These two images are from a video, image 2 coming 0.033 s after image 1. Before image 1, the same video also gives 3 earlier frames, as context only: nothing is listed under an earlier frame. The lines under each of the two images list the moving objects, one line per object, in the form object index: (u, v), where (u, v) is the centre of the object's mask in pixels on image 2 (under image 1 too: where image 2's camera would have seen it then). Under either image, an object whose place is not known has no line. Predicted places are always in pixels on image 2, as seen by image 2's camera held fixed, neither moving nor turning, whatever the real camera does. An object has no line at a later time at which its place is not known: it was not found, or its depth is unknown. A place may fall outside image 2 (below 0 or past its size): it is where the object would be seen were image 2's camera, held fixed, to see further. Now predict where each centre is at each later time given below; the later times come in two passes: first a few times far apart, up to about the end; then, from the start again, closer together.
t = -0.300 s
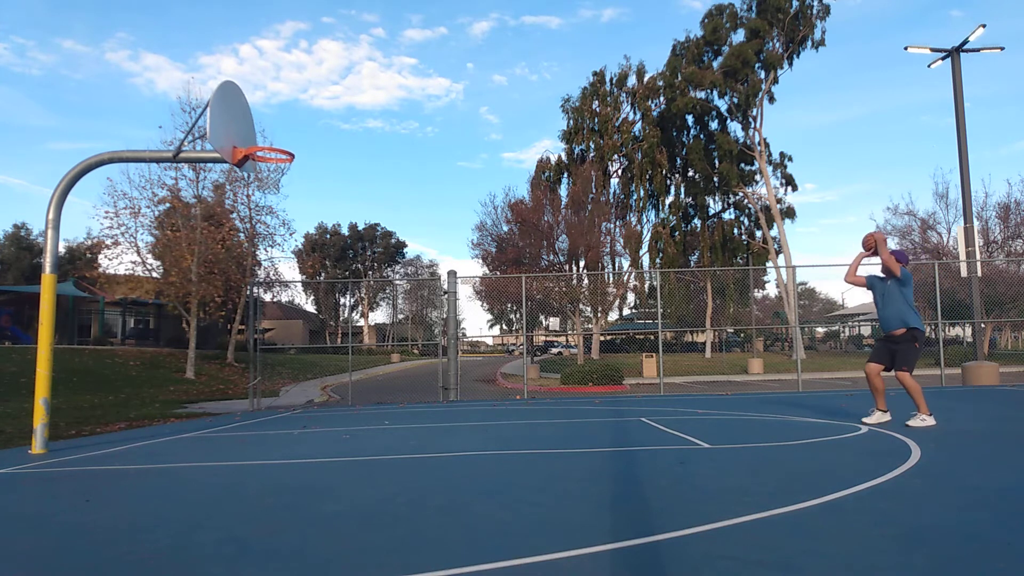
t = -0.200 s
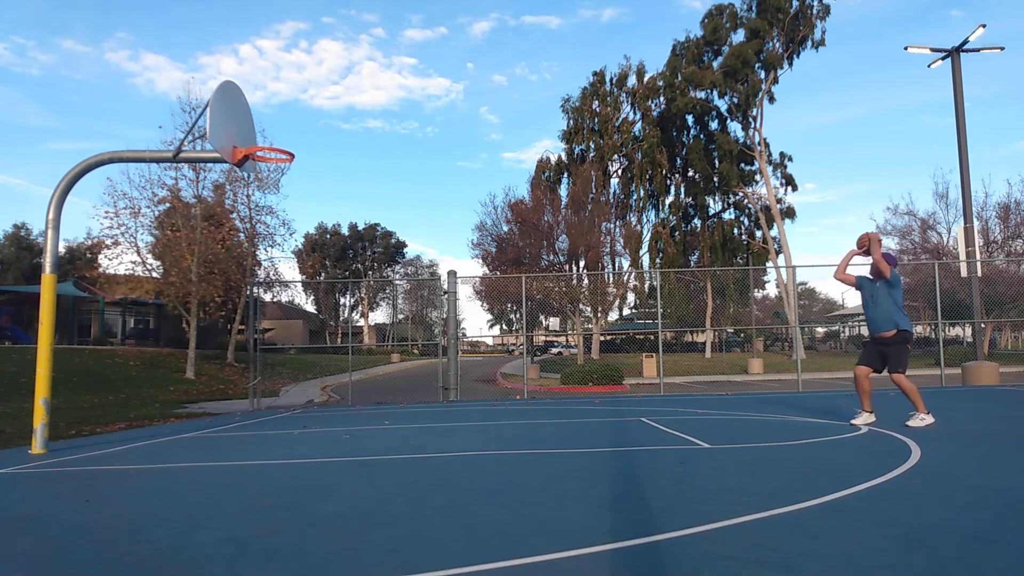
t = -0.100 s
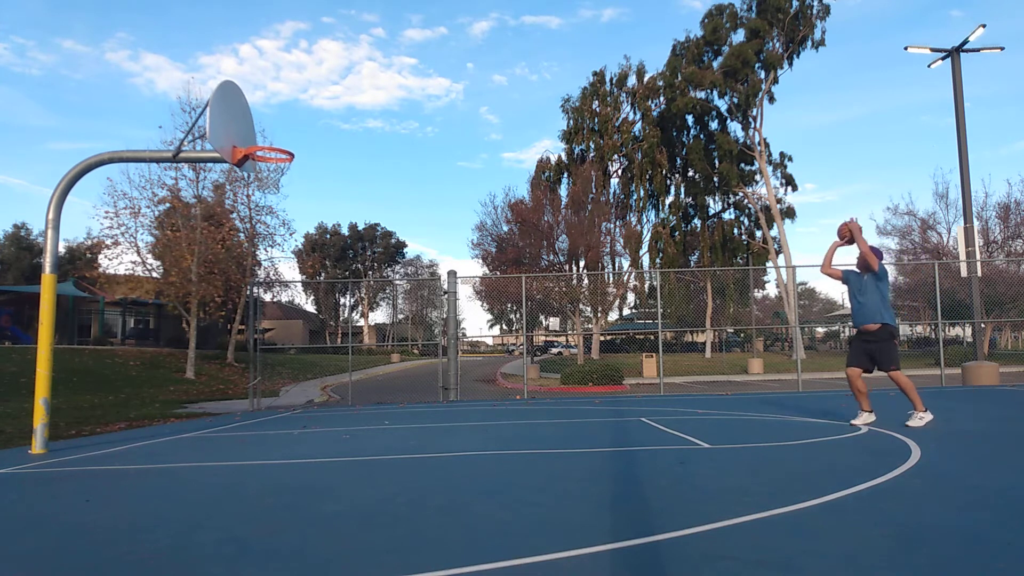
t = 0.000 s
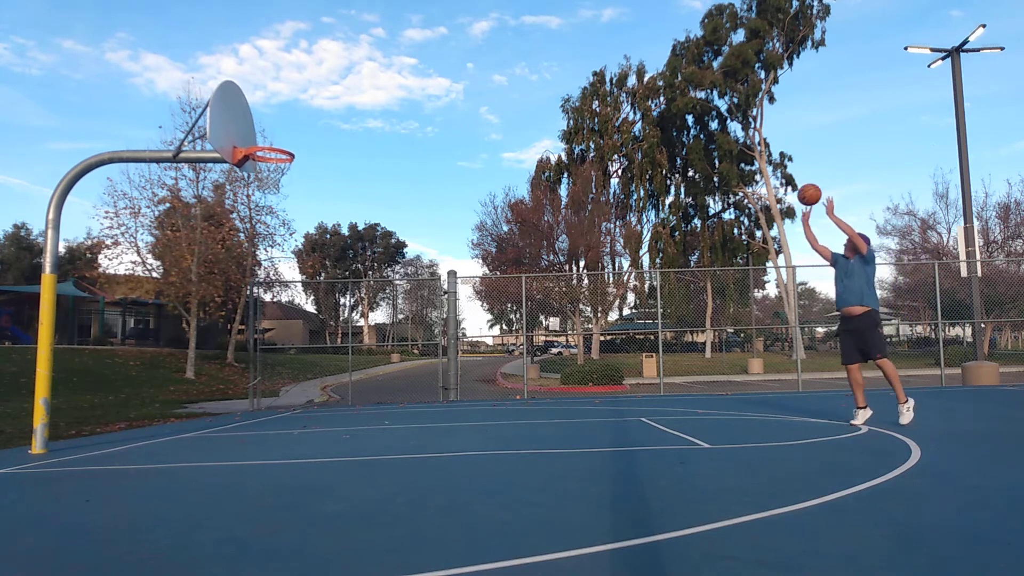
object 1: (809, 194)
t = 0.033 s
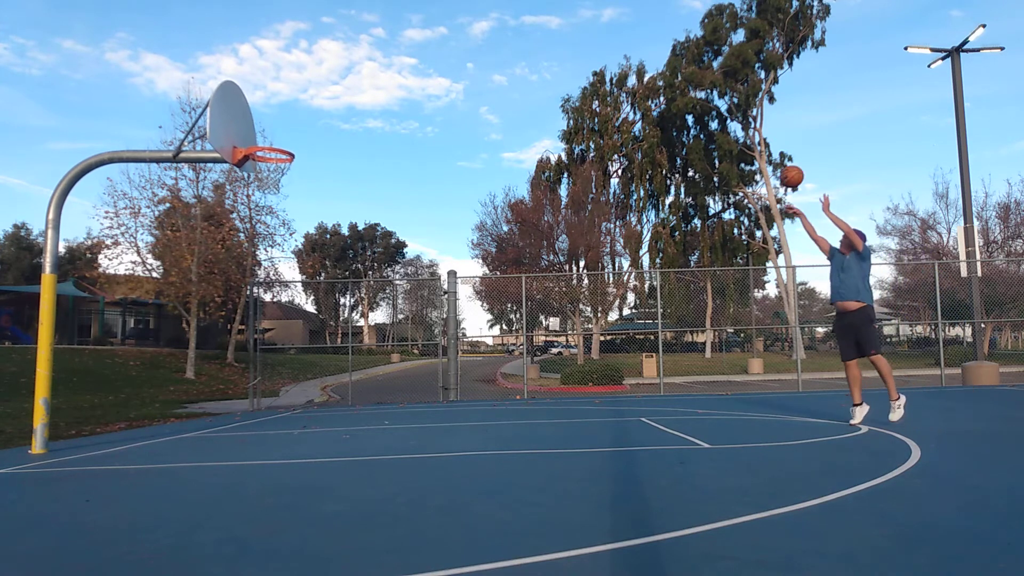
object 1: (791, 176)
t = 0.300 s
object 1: (656, 72)
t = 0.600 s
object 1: (515, 36)
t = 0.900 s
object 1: (380, 76)
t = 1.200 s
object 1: (262, 137)
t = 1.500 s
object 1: (287, 142)
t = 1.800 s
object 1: (282, 141)
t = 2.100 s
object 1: (270, 201)
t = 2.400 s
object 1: (251, 325)
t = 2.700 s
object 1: (232, 386)
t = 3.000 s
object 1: (219, 325)
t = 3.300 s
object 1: (202, 347)
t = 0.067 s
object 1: (775, 159)
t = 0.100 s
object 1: (756, 144)
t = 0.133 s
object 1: (740, 128)
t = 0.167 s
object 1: (723, 115)
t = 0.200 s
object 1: (705, 102)
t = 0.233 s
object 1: (689, 91)
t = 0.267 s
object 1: (673, 81)
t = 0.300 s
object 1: (656, 72)
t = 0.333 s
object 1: (640, 64)
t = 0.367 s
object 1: (624, 57)
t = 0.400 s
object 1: (608, 51)
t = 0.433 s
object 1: (592, 46)
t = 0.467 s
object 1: (576, 42)
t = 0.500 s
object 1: (561, 39)
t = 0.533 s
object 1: (545, 37)
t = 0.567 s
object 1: (530, 36)
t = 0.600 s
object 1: (515, 36)
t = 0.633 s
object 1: (499, 37)
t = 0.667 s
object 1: (484, 38)
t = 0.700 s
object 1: (469, 41)
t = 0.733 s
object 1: (454, 44)
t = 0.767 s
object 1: (439, 49)
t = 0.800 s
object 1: (424, 54)
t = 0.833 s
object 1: (410, 61)
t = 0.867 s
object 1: (395, 68)
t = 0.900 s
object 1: (380, 76)
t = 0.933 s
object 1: (365, 86)
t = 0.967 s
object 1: (350, 96)
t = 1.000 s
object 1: (336, 107)
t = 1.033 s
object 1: (321, 119)
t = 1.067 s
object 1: (306, 132)
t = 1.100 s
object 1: (292, 144)
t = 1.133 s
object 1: (282, 142)
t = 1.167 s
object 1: (272, 139)
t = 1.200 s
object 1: (262, 137)
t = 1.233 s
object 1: (252, 138)
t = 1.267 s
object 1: (246, 138)
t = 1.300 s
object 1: (253, 136)
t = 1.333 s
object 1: (259, 135)
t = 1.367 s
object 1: (266, 136)
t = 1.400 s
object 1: (272, 137)
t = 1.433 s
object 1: (279, 138)
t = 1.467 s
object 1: (285, 141)
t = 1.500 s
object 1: (287, 142)
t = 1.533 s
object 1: (287, 142)
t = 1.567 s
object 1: (287, 141)
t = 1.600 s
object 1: (286, 139)
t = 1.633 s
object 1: (285, 137)
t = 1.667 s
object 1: (284, 136)
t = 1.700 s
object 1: (284, 136)
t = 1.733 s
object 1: (283, 137)
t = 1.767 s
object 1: (282, 139)
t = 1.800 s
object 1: (282, 141)
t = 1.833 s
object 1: (281, 143)
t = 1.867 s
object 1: (280, 151)
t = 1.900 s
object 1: (279, 160)
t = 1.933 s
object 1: (278, 164)
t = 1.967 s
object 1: (277, 172)
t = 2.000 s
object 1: (276, 179)
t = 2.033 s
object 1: (274, 186)
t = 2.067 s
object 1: (272, 193)
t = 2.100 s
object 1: (270, 201)
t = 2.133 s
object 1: (268, 211)
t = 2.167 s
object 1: (266, 221)
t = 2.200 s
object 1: (264, 233)
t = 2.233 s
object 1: (261, 245)
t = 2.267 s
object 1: (260, 259)
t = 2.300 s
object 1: (257, 274)
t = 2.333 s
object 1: (255, 289)
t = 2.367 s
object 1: (253, 307)
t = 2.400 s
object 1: (251, 325)
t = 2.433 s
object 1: (247, 344)
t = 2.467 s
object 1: (246, 364)
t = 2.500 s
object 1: (243, 386)
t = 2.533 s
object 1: (241, 409)
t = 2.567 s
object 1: (238, 433)
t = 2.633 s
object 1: (235, 411)
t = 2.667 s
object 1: (234, 398)
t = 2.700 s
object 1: (232, 386)
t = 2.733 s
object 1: (231, 375)
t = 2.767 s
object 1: (230, 365)
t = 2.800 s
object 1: (228, 357)
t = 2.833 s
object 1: (226, 349)
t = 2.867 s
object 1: (225, 342)
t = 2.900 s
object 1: (224, 337)
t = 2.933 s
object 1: (222, 332)
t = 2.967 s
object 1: (220, 328)
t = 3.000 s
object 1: (219, 325)
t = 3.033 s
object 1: (217, 324)
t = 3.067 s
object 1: (215, 323)
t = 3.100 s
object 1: (213, 323)
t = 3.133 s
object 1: (212, 325)
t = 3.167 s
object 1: (210, 327)
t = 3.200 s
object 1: (208, 331)
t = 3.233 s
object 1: (206, 335)
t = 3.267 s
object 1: (204, 341)
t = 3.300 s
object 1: (202, 347)
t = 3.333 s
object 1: (200, 356)
